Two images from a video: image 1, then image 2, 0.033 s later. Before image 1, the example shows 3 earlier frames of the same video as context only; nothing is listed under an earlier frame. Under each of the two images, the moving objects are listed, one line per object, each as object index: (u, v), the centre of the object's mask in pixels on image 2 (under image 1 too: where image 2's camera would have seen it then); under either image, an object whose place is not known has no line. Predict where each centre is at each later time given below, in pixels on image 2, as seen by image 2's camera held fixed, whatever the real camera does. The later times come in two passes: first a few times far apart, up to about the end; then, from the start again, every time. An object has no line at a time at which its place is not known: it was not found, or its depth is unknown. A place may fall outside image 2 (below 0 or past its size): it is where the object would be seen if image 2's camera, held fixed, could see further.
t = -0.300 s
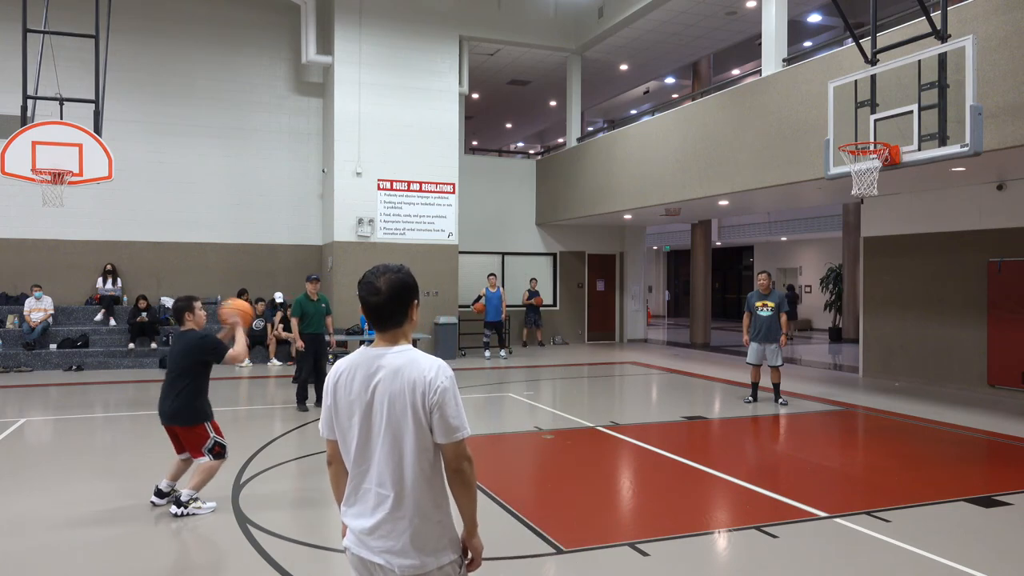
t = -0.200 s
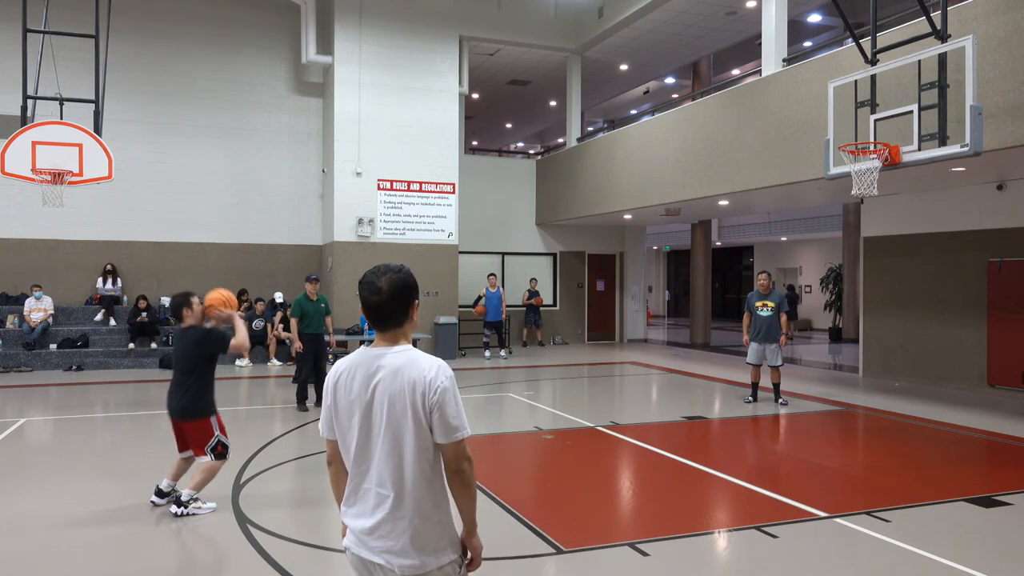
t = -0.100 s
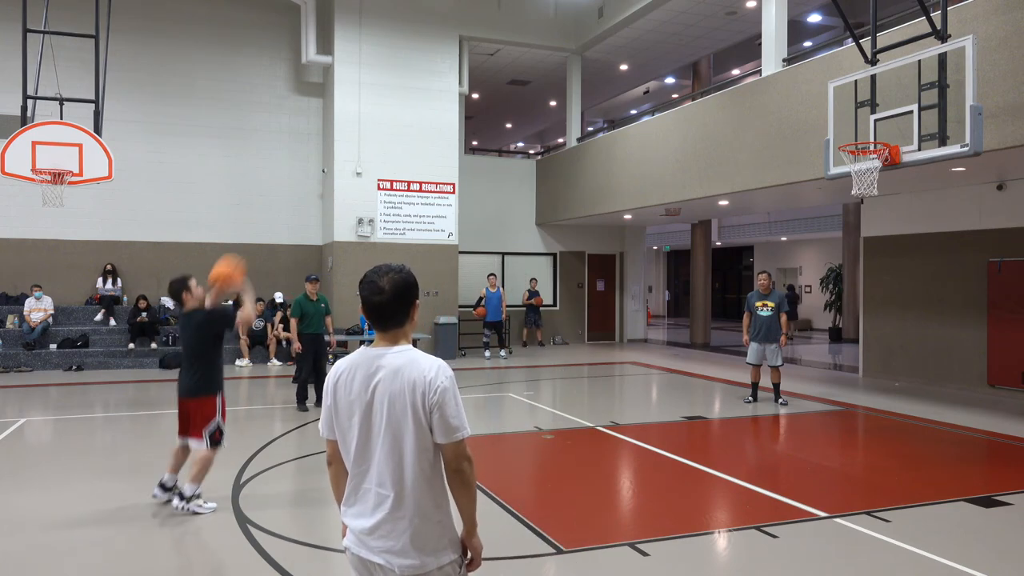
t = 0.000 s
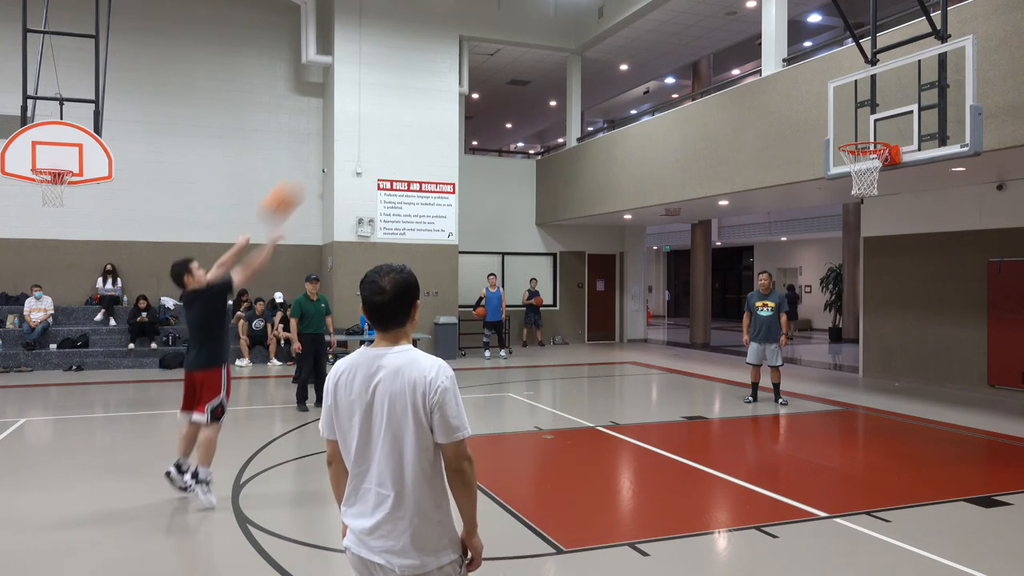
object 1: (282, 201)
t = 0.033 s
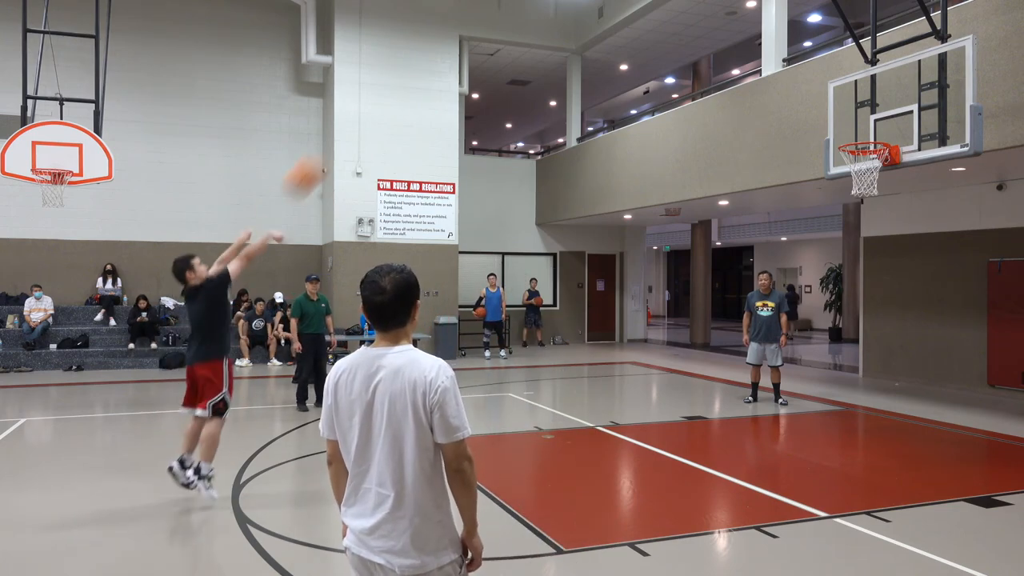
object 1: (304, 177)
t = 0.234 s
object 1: (437, 59)
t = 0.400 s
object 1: (532, 11)
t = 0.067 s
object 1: (328, 152)
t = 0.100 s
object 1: (351, 131)
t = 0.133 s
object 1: (372, 112)
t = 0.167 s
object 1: (395, 93)
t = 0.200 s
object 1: (416, 76)
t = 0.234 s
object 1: (437, 59)
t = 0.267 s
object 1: (459, 45)
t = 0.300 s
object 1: (477, 34)
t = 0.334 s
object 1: (496, 24)
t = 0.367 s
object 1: (515, 15)
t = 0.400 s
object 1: (532, 11)
